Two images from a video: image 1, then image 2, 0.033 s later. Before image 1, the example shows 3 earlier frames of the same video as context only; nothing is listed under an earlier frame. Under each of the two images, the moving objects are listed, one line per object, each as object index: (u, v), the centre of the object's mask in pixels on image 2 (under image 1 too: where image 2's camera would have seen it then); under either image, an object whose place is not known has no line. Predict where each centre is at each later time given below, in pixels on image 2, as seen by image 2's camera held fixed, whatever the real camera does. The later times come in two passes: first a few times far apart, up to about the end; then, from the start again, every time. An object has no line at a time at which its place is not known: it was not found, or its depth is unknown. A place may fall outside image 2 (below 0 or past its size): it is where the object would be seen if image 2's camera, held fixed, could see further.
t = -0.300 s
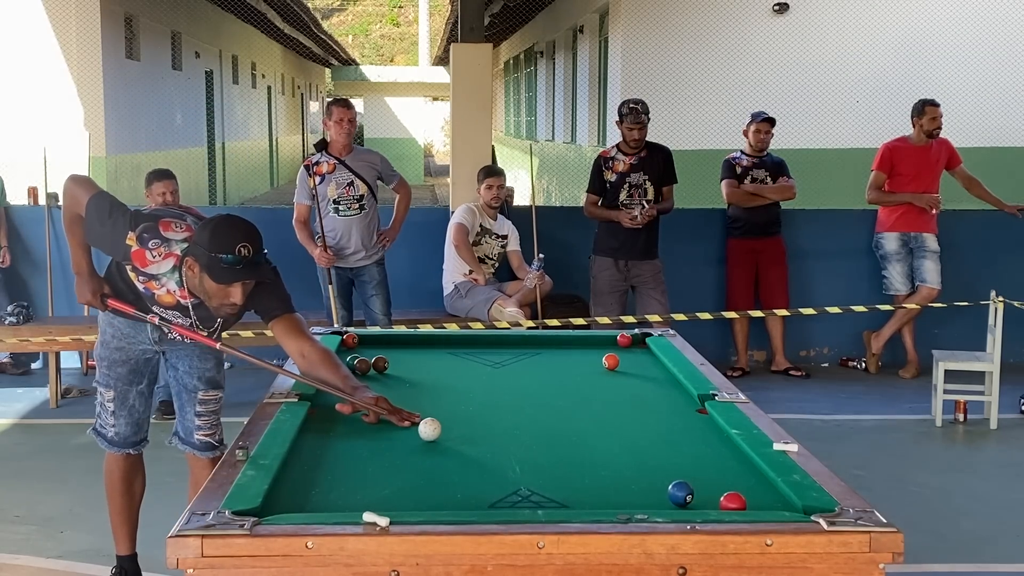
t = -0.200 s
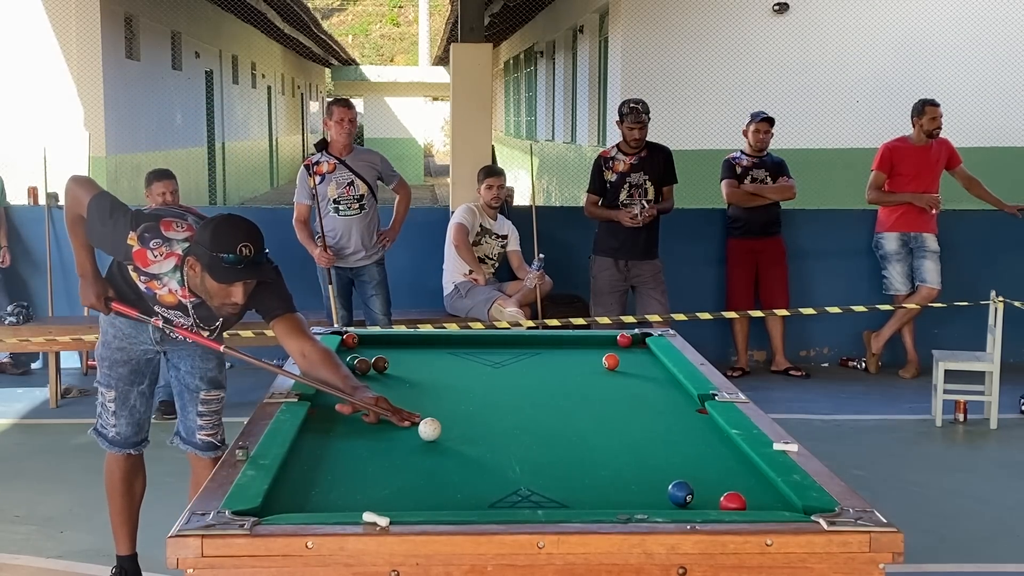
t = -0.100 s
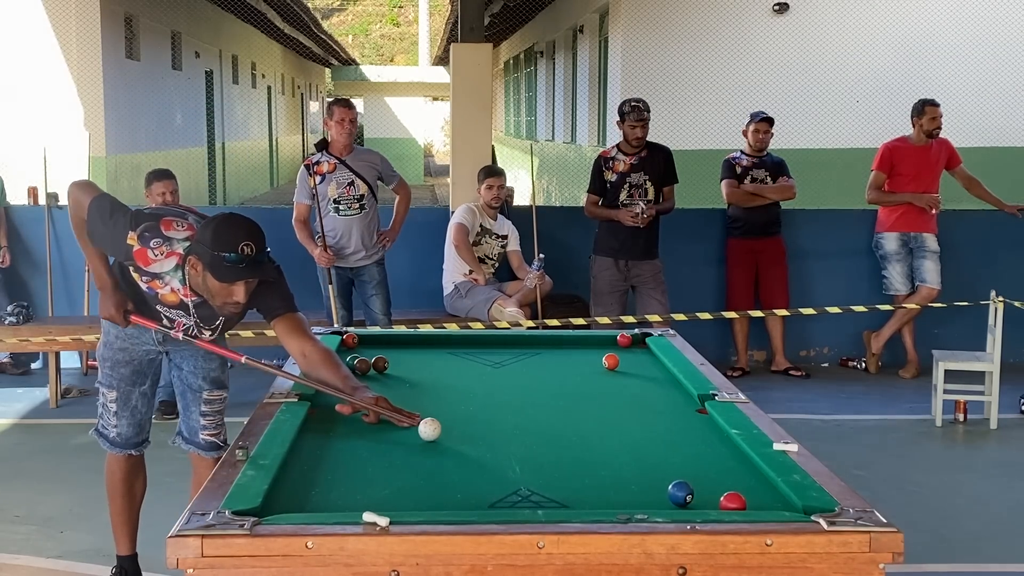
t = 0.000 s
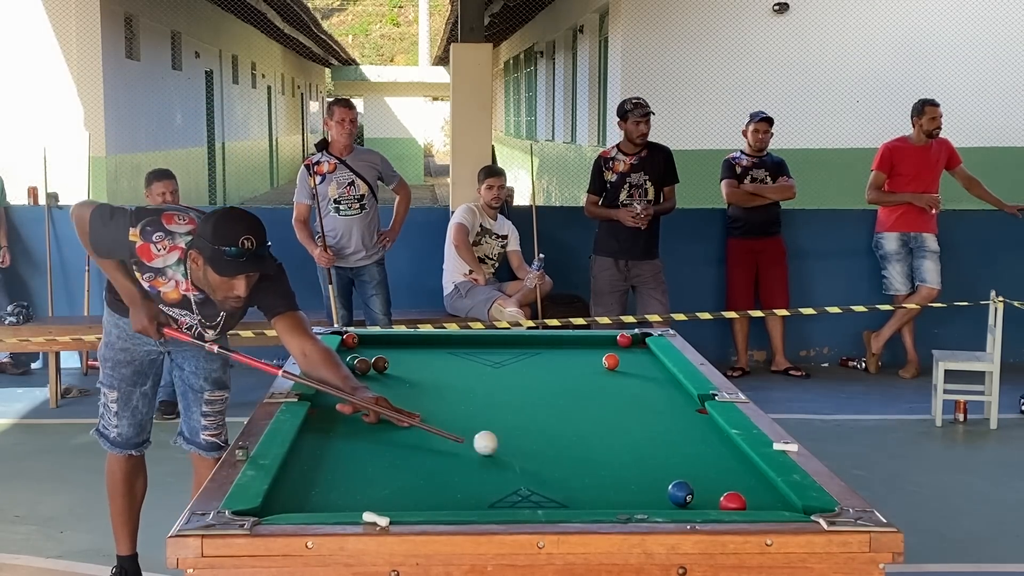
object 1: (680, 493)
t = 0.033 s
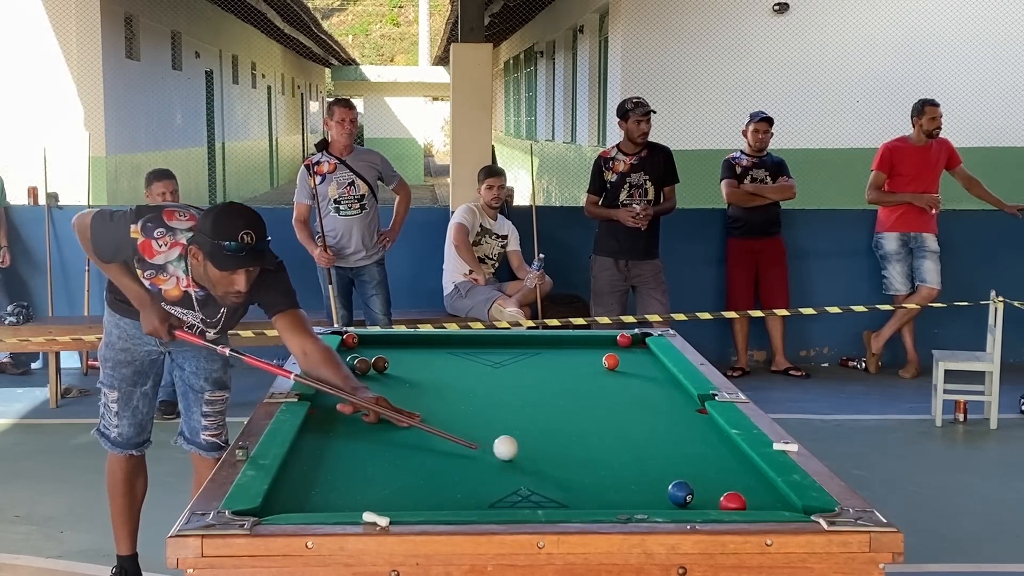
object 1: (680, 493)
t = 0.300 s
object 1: (681, 493)
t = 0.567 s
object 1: (695, 506)
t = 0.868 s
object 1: (665, 501)
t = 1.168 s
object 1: (639, 496)
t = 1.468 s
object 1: (618, 490)
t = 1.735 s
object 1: (601, 485)
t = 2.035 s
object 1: (587, 480)
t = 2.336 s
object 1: (577, 476)
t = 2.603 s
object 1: (569, 474)
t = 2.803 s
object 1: (565, 472)
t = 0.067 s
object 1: (680, 493)
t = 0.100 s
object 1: (680, 493)
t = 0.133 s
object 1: (681, 493)
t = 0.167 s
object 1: (680, 493)
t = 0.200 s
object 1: (680, 493)
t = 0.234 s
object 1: (680, 493)
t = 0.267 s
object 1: (681, 493)
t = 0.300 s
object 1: (681, 493)
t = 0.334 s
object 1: (700, 498)
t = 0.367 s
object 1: (705, 500)
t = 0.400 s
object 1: (703, 501)
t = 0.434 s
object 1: (701, 502)
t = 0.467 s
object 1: (701, 503)
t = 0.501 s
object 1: (699, 504)
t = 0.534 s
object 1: (697, 505)
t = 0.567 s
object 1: (695, 506)
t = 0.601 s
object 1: (691, 505)
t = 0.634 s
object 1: (688, 504)
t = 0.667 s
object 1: (684, 504)
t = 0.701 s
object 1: (681, 503)
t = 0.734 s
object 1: (678, 503)
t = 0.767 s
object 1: (675, 502)
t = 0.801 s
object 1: (671, 502)
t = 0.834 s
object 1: (668, 501)
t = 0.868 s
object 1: (665, 501)
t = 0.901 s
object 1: (662, 500)
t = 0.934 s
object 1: (659, 500)
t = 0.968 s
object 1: (656, 499)
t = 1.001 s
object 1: (653, 499)
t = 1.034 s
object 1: (650, 498)
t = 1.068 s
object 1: (647, 498)
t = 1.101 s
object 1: (645, 497)
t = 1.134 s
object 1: (642, 497)
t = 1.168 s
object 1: (639, 496)
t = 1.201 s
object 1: (637, 496)
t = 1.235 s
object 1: (634, 495)
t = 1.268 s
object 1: (632, 494)
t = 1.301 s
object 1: (629, 493)
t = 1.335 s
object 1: (627, 493)
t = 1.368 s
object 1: (625, 492)
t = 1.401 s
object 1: (622, 491)
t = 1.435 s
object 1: (620, 491)
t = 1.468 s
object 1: (618, 490)
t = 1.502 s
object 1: (615, 489)
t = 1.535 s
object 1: (613, 489)
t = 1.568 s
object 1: (611, 488)
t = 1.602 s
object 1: (609, 487)
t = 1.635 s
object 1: (607, 487)
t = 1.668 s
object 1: (605, 486)
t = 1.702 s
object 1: (603, 485)
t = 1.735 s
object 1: (601, 485)
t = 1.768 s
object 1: (600, 484)
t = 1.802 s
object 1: (598, 484)
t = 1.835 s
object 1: (596, 483)
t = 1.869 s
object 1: (595, 483)
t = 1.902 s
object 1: (593, 482)
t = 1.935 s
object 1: (592, 482)
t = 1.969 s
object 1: (590, 481)
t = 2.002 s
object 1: (589, 481)
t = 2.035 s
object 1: (587, 480)
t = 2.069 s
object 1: (586, 479)
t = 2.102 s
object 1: (585, 479)
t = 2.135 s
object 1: (584, 479)
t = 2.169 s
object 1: (582, 478)
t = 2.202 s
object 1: (581, 478)
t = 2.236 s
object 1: (580, 477)
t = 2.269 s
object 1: (579, 477)
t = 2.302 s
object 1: (578, 477)
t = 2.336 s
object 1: (577, 476)
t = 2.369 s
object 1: (576, 476)
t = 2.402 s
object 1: (575, 476)
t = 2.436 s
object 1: (574, 475)
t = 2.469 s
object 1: (573, 475)
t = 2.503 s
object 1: (572, 475)
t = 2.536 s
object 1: (571, 474)
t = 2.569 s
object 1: (570, 474)
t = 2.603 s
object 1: (569, 474)
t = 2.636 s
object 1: (569, 473)
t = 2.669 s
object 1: (568, 473)
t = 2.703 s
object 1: (567, 473)
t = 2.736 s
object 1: (566, 472)
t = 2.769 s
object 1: (566, 472)
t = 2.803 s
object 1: (565, 472)
